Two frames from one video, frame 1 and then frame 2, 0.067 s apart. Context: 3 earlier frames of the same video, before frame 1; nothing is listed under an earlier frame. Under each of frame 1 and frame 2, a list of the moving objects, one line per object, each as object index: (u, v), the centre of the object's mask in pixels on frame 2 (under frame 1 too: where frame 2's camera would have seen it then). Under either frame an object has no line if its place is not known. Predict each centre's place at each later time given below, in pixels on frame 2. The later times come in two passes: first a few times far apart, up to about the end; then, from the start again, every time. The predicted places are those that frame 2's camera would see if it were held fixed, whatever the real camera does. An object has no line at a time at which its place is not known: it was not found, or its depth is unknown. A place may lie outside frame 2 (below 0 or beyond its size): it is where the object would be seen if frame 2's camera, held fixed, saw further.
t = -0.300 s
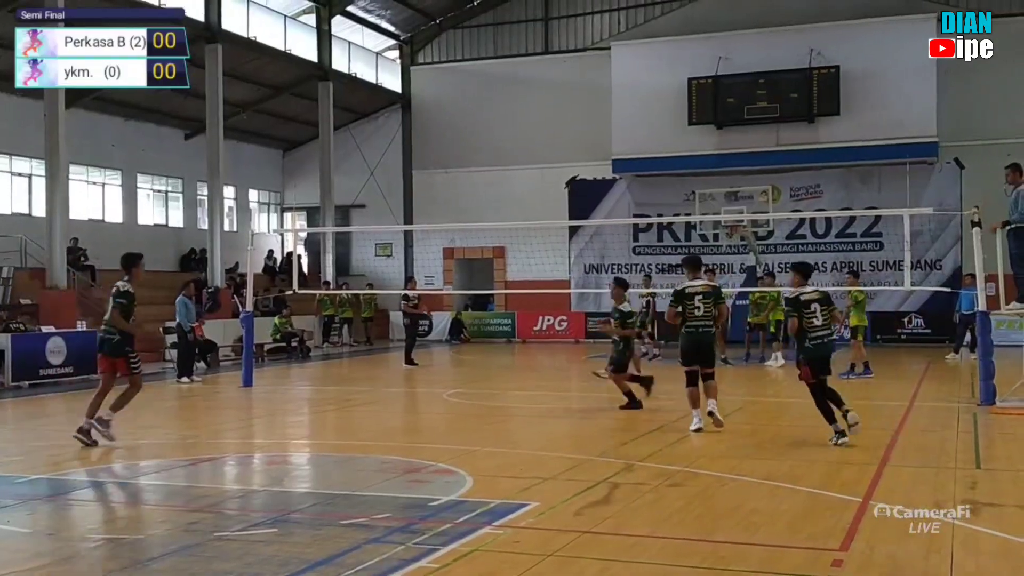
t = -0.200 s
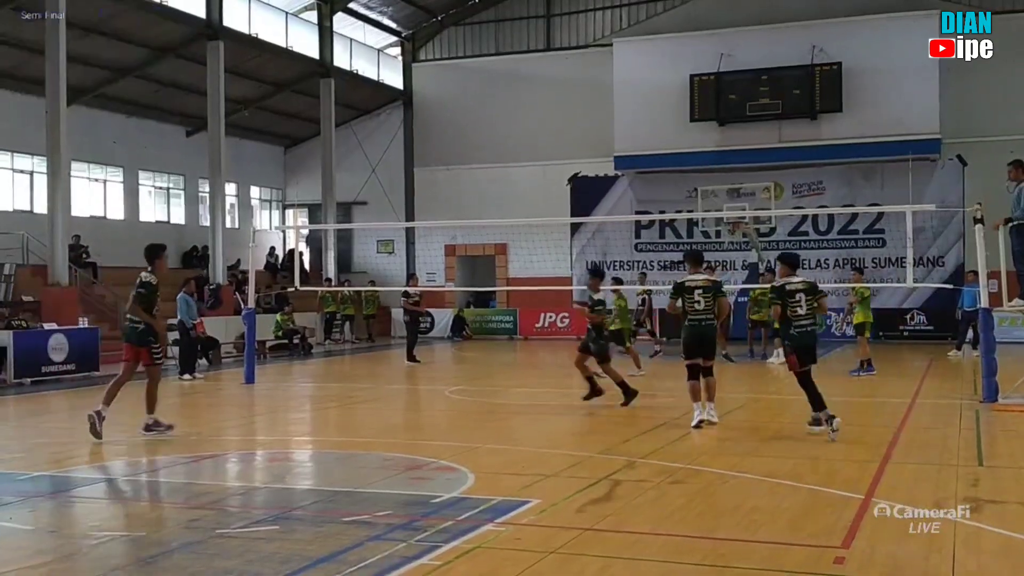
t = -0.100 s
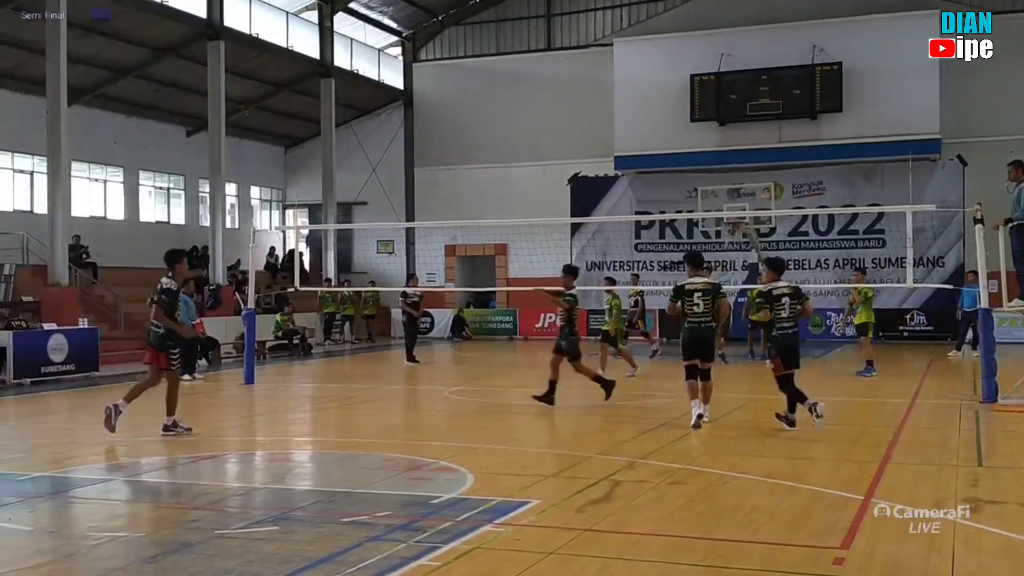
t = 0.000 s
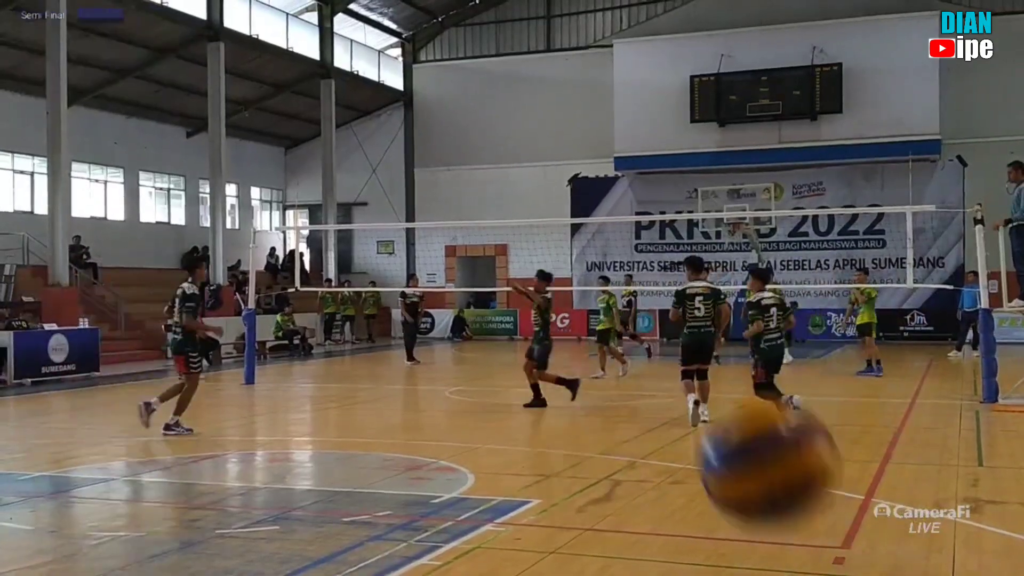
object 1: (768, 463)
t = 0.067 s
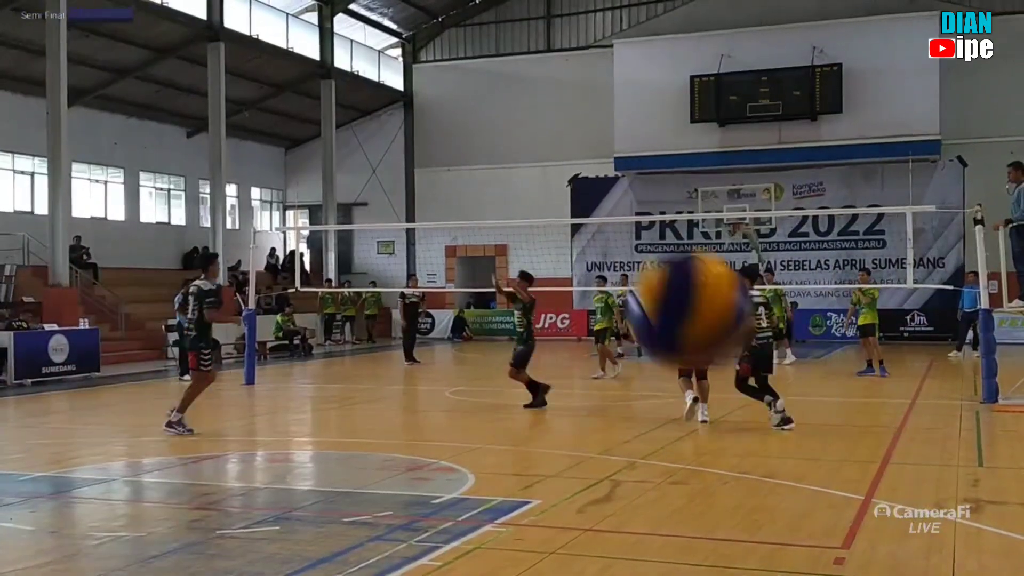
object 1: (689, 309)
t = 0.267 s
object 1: (515, 76)
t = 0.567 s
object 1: (356, 116)
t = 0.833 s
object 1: (274, 357)
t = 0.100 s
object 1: (654, 245)
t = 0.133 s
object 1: (623, 196)
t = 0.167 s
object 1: (593, 154)
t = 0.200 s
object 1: (564, 121)
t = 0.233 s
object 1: (538, 96)
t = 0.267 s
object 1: (515, 76)
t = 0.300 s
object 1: (493, 61)
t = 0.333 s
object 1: (471, 52)
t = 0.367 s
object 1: (452, 49)
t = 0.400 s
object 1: (433, 51)
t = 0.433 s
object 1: (417, 58)
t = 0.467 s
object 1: (400, 68)
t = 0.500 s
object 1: (385, 80)
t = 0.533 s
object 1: (369, 96)
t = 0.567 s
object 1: (356, 116)
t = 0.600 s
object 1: (343, 138)
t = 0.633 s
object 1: (332, 163)
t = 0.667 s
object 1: (321, 191)
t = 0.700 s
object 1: (311, 222)
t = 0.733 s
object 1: (300, 255)
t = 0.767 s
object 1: (288, 287)
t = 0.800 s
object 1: (282, 325)
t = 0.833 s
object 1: (274, 357)
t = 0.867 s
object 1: (263, 399)
